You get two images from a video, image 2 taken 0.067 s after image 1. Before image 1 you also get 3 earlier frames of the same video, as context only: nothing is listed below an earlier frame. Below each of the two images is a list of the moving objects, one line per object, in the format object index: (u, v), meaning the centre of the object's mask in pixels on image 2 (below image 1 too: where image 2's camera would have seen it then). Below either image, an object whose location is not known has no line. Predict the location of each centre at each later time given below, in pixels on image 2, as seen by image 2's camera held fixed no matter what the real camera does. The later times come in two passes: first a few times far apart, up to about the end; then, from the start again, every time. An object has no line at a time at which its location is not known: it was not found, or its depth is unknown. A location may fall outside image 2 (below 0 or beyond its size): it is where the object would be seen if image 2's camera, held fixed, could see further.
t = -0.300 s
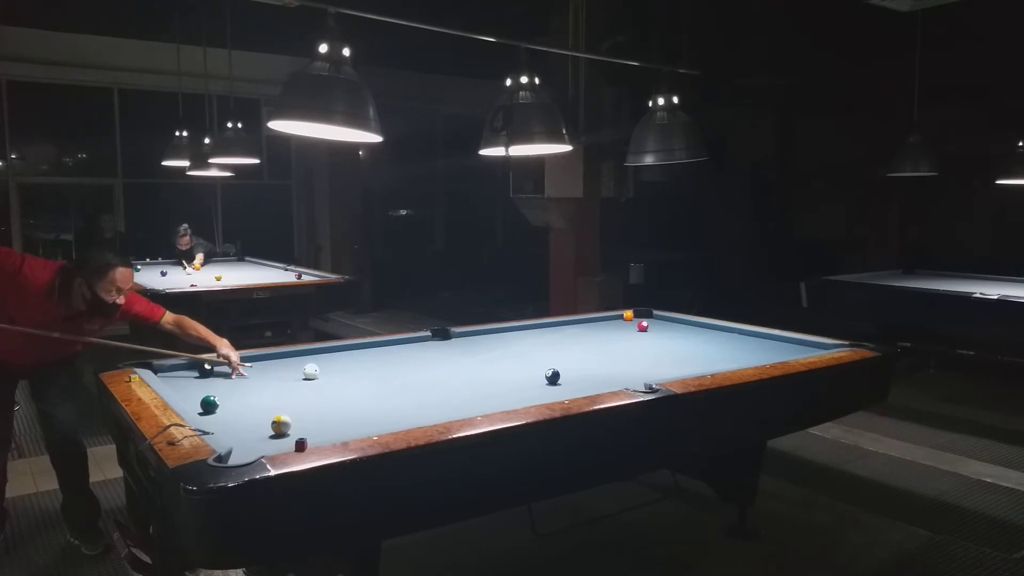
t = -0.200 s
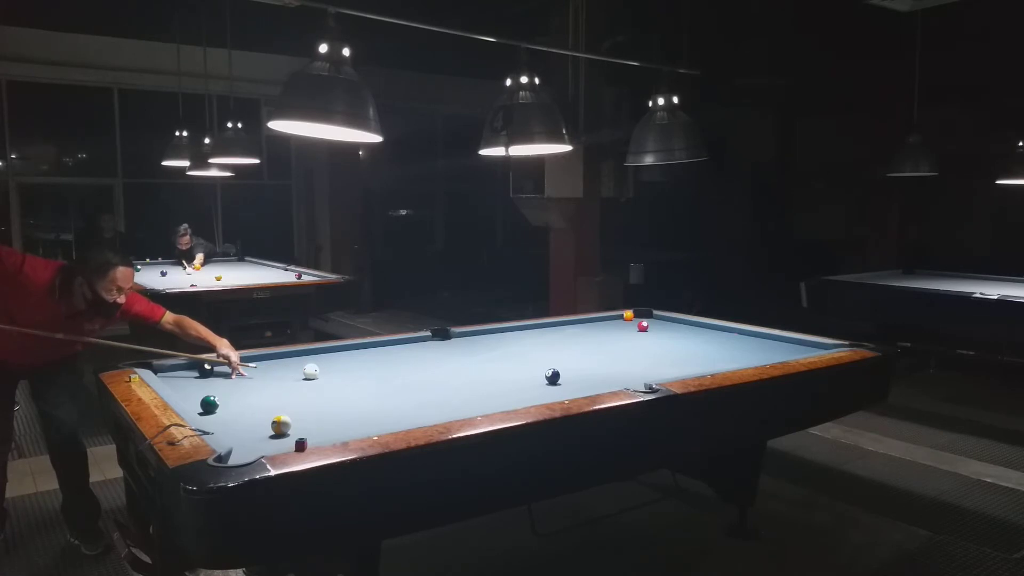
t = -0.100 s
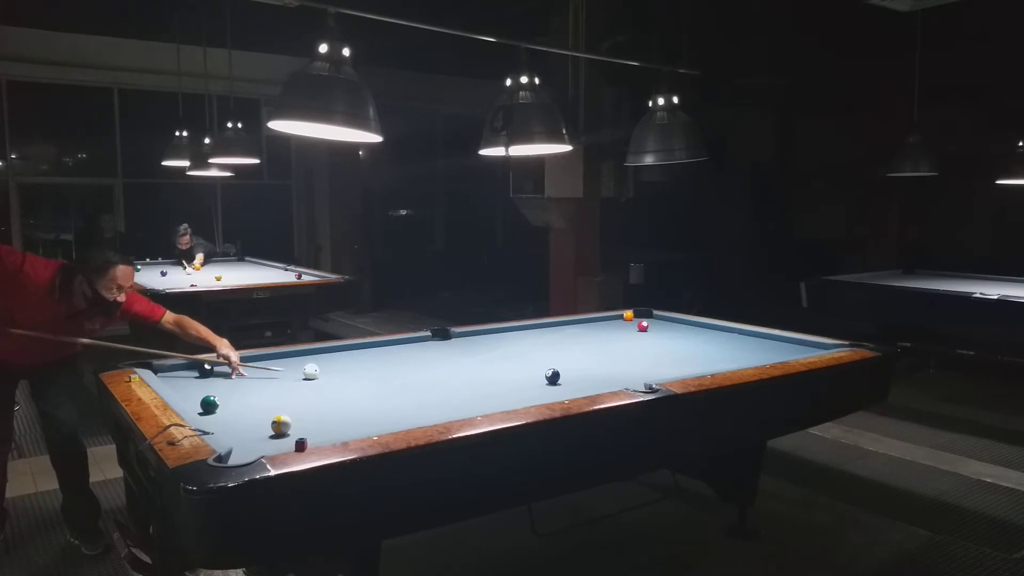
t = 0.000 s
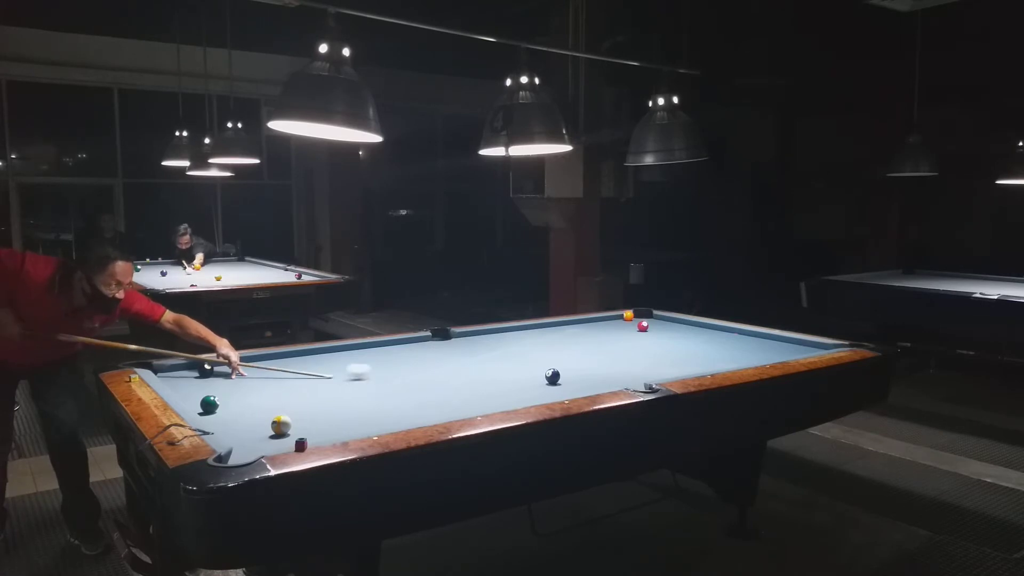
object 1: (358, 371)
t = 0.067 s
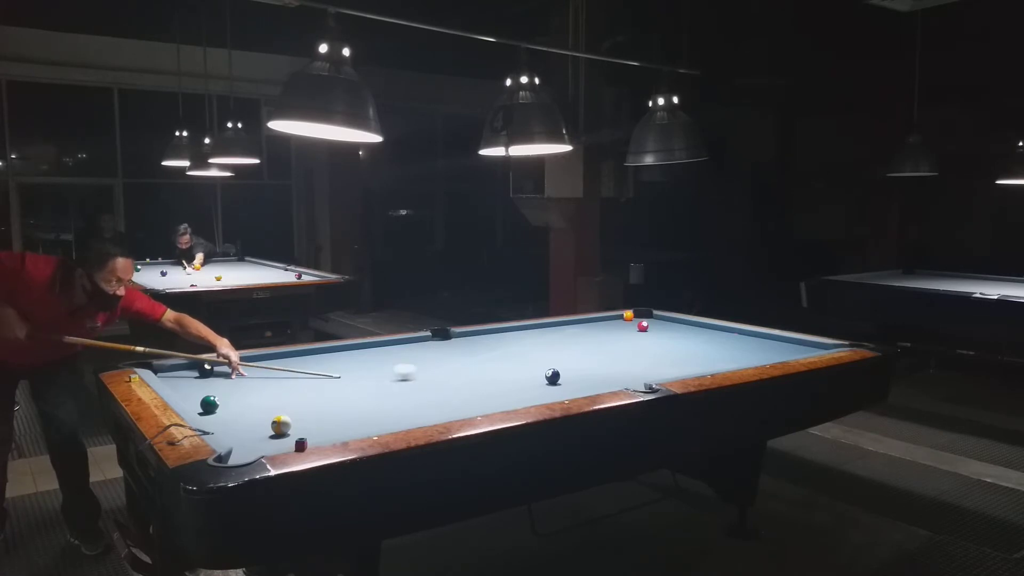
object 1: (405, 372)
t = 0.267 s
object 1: (522, 374)
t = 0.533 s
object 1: (574, 367)
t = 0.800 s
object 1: (608, 358)
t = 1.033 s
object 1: (635, 353)
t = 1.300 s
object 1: (663, 346)
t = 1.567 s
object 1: (688, 341)
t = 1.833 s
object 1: (710, 336)
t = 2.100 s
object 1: (731, 332)
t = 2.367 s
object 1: (722, 330)
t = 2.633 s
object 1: (700, 330)
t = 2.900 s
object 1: (679, 330)
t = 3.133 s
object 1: (662, 330)
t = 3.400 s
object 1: (645, 330)
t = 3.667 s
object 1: (627, 330)
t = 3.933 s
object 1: (612, 330)
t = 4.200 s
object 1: (598, 330)
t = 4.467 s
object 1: (585, 330)
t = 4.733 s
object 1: (574, 330)
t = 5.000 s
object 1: (564, 330)
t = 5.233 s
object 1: (556, 330)
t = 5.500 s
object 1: (548, 330)
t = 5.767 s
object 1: (541, 330)
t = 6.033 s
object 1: (537, 331)
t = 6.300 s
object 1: (533, 330)
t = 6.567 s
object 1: (531, 330)
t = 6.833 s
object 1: (532, 330)
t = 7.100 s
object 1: (532, 330)
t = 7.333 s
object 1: (531, 331)
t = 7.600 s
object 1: (531, 331)
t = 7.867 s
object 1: (532, 331)
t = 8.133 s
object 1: (532, 331)
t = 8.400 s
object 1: (532, 331)
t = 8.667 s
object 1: (532, 331)
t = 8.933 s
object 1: (532, 331)
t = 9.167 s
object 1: (532, 331)
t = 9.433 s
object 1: (532, 331)
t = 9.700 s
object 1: (532, 331)
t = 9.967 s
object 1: (532, 331)
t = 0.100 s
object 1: (427, 372)
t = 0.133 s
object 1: (447, 372)
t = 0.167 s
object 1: (467, 373)
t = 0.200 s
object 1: (486, 373)
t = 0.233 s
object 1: (505, 373)
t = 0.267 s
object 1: (522, 374)
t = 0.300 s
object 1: (537, 374)
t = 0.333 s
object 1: (544, 372)
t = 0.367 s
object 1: (549, 372)
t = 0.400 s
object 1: (554, 370)
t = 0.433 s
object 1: (559, 369)
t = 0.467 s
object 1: (564, 368)
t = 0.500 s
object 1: (569, 367)
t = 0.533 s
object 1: (574, 367)
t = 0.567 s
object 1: (578, 365)
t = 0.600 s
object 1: (582, 364)
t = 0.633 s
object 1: (587, 362)
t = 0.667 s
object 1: (591, 362)
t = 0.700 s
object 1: (596, 361)
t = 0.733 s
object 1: (599, 361)
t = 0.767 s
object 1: (603, 359)
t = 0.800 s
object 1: (608, 358)
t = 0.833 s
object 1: (612, 358)
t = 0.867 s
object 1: (616, 357)
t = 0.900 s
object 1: (620, 356)
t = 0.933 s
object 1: (624, 355)
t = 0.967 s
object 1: (628, 354)
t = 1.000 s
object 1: (631, 353)
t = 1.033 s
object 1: (635, 353)
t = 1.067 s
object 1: (639, 352)
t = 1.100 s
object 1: (642, 351)
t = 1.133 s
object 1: (646, 350)
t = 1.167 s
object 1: (649, 349)
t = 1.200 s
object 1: (653, 349)
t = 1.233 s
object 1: (656, 348)
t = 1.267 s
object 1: (659, 347)
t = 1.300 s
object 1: (663, 346)
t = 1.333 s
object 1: (666, 346)
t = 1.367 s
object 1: (669, 345)
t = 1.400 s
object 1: (673, 344)
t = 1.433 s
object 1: (676, 344)
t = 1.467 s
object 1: (679, 343)
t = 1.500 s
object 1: (682, 342)
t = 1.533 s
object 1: (685, 342)
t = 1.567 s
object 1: (688, 341)
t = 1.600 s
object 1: (691, 340)
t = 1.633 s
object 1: (693, 340)
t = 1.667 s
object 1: (696, 339)
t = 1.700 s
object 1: (699, 338)
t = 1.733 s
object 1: (702, 338)
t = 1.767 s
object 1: (705, 337)
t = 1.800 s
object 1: (708, 337)
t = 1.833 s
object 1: (710, 336)
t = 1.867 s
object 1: (713, 336)
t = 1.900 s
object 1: (716, 335)
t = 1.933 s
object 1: (718, 334)
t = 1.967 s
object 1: (721, 334)
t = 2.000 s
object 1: (723, 333)
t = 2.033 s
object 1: (726, 333)
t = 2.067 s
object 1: (728, 332)
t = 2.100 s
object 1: (731, 332)
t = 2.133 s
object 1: (734, 331)
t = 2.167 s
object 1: (736, 331)
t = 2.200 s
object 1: (736, 330)
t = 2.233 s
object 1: (733, 330)
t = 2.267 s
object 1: (730, 330)
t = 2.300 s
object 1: (727, 330)
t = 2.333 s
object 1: (724, 330)
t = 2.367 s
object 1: (722, 330)
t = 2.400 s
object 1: (719, 330)
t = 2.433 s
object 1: (716, 330)
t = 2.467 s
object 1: (713, 330)
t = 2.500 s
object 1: (710, 330)
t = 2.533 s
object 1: (708, 330)
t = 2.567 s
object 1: (705, 330)
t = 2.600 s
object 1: (702, 330)
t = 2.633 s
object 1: (700, 330)
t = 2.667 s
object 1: (697, 330)
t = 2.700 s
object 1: (694, 330)
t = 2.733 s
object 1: (692, 330)
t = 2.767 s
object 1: (689, 330)
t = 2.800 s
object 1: (687, 330)
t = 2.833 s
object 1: (684, 330)
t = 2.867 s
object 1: (682, 330)
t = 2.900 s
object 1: (679, 330)
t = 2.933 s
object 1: (676, 330)
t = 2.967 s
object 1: (674, 330)
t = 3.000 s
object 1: (672, 330)
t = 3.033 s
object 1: (669, 330)
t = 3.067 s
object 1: (667, 330)
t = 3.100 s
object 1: (664, 330)
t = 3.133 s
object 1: (662, 330)
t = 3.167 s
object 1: (660, 330)
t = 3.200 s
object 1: (658, 330)
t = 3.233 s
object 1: (656, 330)
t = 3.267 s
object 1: (653, 330)
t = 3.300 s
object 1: (651, 330)
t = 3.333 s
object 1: (649, 330)
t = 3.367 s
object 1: (647, 330)
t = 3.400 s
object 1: (645, 330)
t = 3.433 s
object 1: (642, 330)
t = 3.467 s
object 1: (640, 330)
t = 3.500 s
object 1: (638, 330)
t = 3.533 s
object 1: (636, 330)
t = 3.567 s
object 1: (634, 330)
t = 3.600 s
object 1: (631, 330)
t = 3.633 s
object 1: (629, 330)
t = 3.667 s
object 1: (627, 330)
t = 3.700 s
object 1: (625, 330)
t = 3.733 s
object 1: (624, 330)
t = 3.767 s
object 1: (621, 330)
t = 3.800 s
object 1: (620, 330)
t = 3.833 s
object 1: (618, 330)
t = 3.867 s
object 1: (616, 330)
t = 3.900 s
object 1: (614, 330)
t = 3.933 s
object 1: (612, 330)
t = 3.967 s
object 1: (610, 330)
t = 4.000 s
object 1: (609, 330)
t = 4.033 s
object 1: (607, 330)
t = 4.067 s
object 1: (605, 330)
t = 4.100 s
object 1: (603, 330)
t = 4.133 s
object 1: (601, 330)
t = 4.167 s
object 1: (600, 330)
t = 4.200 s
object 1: (598, 330)
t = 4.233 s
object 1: (597, 330)
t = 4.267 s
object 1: (595, 330)
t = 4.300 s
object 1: (593, 330)
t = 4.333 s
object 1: (592, 330)
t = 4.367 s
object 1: (590, 330)
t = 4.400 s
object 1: (588, 330)
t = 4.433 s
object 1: (587, 330)
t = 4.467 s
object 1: (585, 330)
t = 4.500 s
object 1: (584, 330)
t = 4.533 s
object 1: (582, 330)
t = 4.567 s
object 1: (581, 330)
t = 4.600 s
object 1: (579, 330)
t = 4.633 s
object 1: (578, 330)
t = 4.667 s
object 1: (577, 330)
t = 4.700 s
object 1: (575, 330)
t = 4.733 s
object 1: (574, 330)
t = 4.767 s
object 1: (573, 330)
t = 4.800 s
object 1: (571, 330)
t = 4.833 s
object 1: (570, 330)
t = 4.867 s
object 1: (568, 330)
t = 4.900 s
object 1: (567, 330)
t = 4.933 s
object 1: (566, 330)
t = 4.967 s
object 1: (565, 330)
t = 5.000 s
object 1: (564, 330)
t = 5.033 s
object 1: (562, 330)
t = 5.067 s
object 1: (561, 330)
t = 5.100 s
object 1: (560, 330)
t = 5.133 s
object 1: (559, 330)
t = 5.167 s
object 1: (558, 330)
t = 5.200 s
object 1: (557, 330)
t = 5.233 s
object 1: (556, 330)
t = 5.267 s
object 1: (554, 330)
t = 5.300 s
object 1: (553, 330)
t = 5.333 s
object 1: (552, 330)
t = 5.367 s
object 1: (552, 330)
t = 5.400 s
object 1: (551, 330)
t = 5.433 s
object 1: (550, 330)
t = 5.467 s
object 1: (548, 330)
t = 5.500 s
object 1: (548, 330)
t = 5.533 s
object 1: (547, 330)
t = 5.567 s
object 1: (546, 330)
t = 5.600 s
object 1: (545, 330)
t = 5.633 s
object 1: (544, 330)
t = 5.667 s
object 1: (544, 330)
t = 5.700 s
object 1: (543, 330)
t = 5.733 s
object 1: (542, 330)
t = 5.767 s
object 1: (541, 330)
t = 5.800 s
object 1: (541, 330)
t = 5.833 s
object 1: (540, 330)
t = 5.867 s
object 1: (539, 330)
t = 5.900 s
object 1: (539, 330)
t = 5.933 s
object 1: (538, 330)
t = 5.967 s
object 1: (538, 331)
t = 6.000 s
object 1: (537, 331)
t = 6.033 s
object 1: (537, 331)
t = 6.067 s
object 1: (536, 331)
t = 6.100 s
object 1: (536, 330)
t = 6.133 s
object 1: (535, 330)
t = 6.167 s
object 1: (535, 330)
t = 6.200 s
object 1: (534, 330)
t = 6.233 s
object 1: (534, 330)
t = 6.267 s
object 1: (534, 330)
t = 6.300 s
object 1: (533, 330)
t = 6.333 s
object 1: (533, 330)
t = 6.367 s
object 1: (533, 330)
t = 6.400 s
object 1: (533, 330)
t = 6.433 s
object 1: (532, 330)
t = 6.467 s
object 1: (532, 330)
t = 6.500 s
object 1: (532, 330)
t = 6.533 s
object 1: (532, 330)
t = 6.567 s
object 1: (531, 330)
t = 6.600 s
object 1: (531, 330)
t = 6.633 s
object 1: (531, 330)
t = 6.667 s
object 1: (531, 330)
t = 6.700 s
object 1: (531, 330)
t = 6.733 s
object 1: (531, 330)
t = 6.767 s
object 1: (531, 330)
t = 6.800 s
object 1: (531, 330)
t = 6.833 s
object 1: (532, 330)
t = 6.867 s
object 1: (532, 330)
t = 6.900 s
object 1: (532, 330)
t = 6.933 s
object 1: (531, 331)
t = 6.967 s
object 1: (532, 330)
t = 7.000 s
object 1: (532, 330)
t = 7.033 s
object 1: (531, 331)
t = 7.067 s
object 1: (532, 330)
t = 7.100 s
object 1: (532, 330)
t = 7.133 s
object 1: (532, 330)
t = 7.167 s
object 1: (532, 331)
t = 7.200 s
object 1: (532, 331)
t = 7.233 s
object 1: (531, 331)
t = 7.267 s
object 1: (532, 330)
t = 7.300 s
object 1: (532, 331)
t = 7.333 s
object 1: (531, 331)
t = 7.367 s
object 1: (532, 331)
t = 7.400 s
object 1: (532, 331)
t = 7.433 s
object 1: (531, 331)
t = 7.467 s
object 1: (532, 330)
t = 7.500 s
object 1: (531, 331)
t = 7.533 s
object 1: (531, 331)
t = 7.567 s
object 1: (532, 330)
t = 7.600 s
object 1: (531, 331)
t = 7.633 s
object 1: (531, 331)
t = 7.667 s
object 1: (532, 330)
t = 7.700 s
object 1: (532, 330)
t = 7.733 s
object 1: (532, 330)
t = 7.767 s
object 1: (532, 331)
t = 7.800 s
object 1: (532, 331)
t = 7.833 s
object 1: (532, 331)
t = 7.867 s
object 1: (532, 331)
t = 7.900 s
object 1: (532, 331)
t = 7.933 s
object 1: (532, 331)
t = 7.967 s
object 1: (532, 331)
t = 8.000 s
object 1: (532, 331)
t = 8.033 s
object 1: (532, 331)
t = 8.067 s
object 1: (532, 331)
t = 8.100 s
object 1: (532, 331)
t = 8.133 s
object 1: (532, 331)
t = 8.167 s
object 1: (532, 331)
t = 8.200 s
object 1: (532, 331)
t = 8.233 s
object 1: (532, 331)
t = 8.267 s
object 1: (532, 331)
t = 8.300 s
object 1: (532, 331)
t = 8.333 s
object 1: (532, 331)
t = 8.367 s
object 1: (532, 331)
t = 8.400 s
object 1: (532, 331)
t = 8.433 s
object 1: (532, 331)
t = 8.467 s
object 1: (532, 331)
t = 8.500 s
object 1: (532, 331)
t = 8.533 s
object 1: (532, 331)
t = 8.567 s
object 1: (532, 331)
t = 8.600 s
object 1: (532, 331)
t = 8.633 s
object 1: (532, 331)
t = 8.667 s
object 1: (532, 331)
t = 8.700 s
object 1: (532, 331)
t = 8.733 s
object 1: (532, 331)
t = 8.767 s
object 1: (532, 331)
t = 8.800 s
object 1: (532, 331)
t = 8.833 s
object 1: (532, 331)
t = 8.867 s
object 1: (532, 331)
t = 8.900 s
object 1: (532, 331)
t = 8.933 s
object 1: (532, 331)
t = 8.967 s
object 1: (532, 331)
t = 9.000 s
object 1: (532, 331)
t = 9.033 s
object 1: (532, 331)
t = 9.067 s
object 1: (532, 331)
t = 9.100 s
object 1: (532, 331)
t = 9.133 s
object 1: (532, 331)
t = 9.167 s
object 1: (532, 331)
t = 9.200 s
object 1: (532, 331)
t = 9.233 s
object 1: (532, 331)
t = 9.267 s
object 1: (532, 331)
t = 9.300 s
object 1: (532, 331)
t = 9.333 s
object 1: (532, 331)
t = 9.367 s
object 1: (532, 331)
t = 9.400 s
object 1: (532, 331)
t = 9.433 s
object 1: (532, 331)
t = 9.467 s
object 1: (532, 331)
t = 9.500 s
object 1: (532, 331)
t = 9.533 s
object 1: (532, 331)
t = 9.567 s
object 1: (532, 331)
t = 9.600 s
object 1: (532, 331)
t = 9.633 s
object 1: (532, 331)
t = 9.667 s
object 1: (532, 331)
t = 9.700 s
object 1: (532, 331)
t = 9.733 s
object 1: (532, 331)
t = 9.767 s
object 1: (532, 331)
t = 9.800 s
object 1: (532, 331)
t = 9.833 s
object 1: (532, 331)
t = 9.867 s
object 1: (532, 331)
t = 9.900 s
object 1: (532, 331)
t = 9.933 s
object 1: (532, 331)
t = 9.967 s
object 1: (532, 331)
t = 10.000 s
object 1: (532, 331)
